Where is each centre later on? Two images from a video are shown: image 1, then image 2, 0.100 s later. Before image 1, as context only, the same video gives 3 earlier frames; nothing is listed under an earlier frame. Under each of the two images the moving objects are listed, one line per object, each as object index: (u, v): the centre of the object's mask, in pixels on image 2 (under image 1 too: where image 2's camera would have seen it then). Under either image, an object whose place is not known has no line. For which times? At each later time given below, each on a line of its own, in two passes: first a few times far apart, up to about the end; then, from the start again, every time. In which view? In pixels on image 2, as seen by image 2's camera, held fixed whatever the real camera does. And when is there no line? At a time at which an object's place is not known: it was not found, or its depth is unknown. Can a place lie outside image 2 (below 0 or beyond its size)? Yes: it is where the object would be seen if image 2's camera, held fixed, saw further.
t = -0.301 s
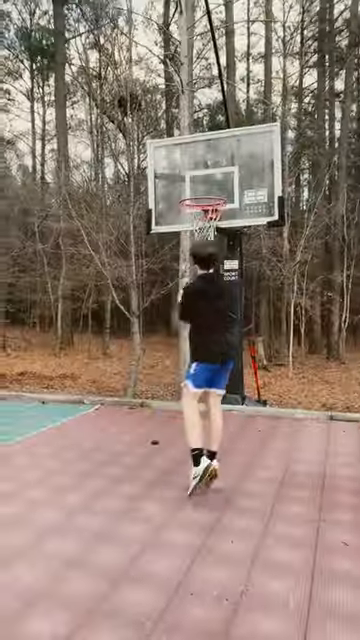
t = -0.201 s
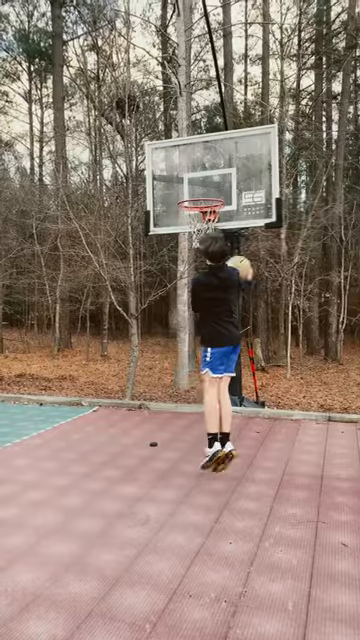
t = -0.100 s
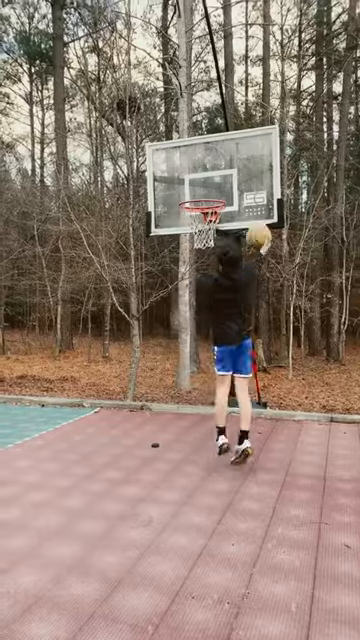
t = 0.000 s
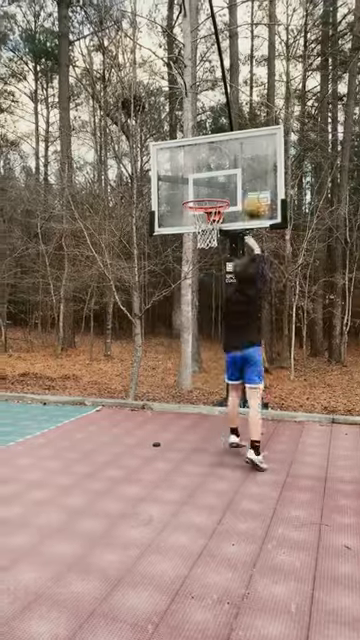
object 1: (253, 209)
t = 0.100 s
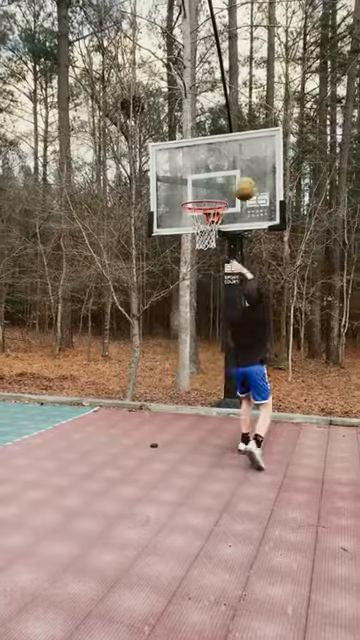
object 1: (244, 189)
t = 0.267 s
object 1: (229, 175)
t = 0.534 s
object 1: (192, 193)
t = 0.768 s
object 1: (210, 215)
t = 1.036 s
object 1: (194, 251)
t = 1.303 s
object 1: (182, 334)
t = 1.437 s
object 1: (176, 400)
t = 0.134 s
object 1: (242, 184)
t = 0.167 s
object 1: (240, 182)
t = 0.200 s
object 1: (237, 180)
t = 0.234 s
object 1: (233, 177)
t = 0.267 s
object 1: (229, 175)
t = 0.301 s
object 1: (224, 174)
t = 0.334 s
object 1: (220, 174)
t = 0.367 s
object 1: (215, 174)
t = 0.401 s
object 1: (210, 177)
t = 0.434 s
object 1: (206, 181)
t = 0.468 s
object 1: (200, 185)
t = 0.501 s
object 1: (196, 189)
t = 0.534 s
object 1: (192, 193)
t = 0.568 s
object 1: (198, 193)
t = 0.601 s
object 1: (203, 196)
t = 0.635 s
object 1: (208, 194)
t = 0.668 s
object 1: (213, 202)
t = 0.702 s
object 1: (215, 206)
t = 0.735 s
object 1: (213, 212)
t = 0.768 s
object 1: (210, 215)
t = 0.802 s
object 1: (208, 220)
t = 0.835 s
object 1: (205, 225)
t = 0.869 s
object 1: (201, 226)
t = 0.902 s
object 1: (204, 235)
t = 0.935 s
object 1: (201, 243)
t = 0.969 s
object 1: (199, 244)
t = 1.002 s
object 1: (196, 246)
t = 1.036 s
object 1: (194, 251)
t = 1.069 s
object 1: (193, 259)
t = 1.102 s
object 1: (191, 266)
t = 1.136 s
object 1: (190, 275)
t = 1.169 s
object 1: (188, 285)
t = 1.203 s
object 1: (186, 296)
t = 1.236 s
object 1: (185, 307)
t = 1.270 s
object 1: (183, 320)
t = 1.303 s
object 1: (182, 334)
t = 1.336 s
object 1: (180, 349)
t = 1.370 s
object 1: (177, 365)
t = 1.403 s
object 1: (177, 380)
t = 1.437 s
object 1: (176, 400)
